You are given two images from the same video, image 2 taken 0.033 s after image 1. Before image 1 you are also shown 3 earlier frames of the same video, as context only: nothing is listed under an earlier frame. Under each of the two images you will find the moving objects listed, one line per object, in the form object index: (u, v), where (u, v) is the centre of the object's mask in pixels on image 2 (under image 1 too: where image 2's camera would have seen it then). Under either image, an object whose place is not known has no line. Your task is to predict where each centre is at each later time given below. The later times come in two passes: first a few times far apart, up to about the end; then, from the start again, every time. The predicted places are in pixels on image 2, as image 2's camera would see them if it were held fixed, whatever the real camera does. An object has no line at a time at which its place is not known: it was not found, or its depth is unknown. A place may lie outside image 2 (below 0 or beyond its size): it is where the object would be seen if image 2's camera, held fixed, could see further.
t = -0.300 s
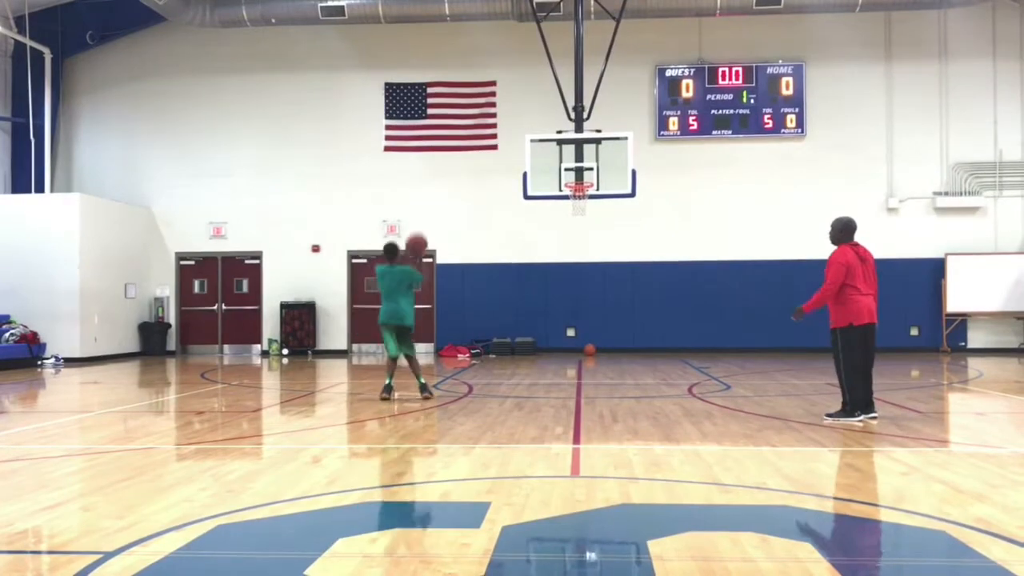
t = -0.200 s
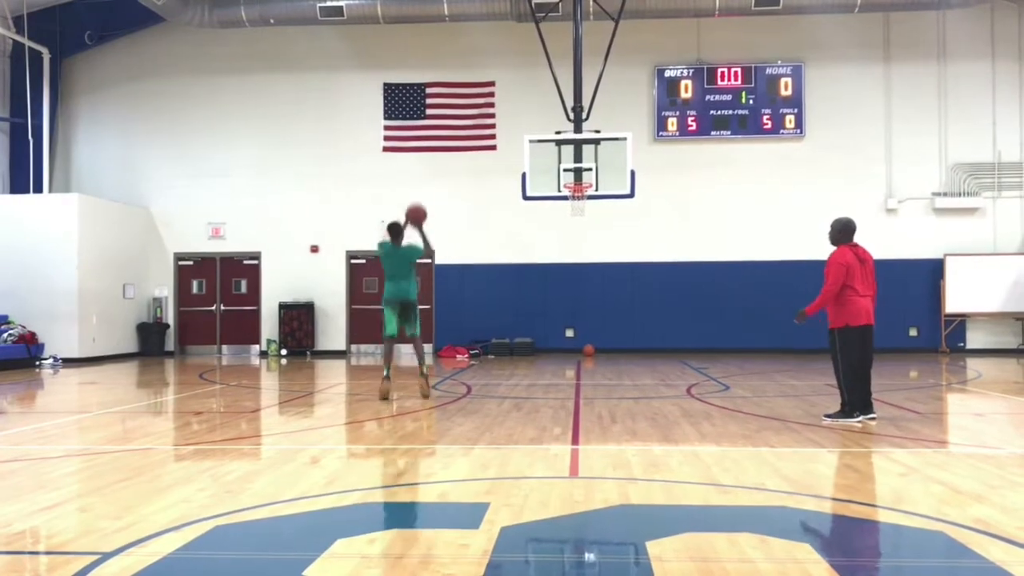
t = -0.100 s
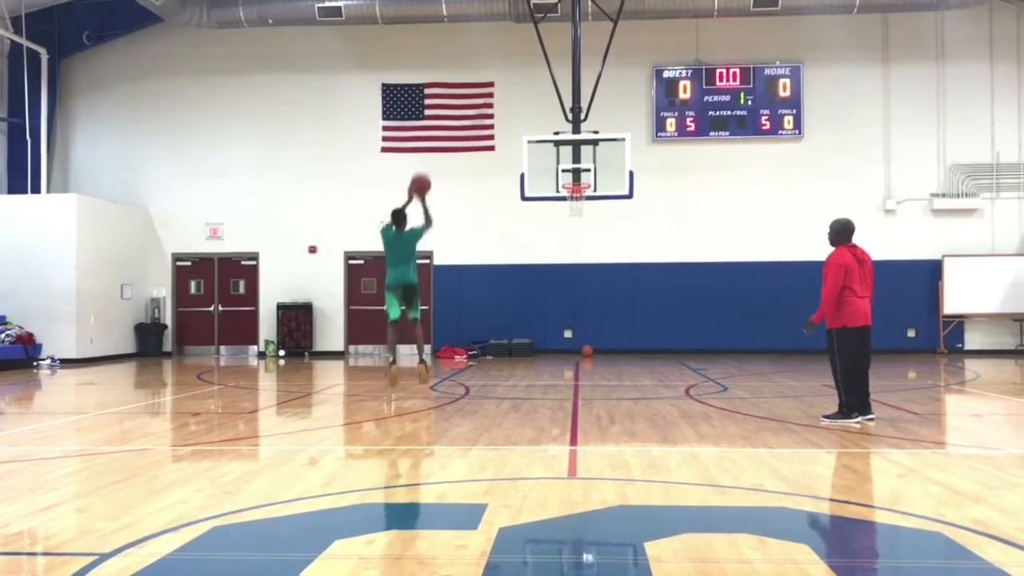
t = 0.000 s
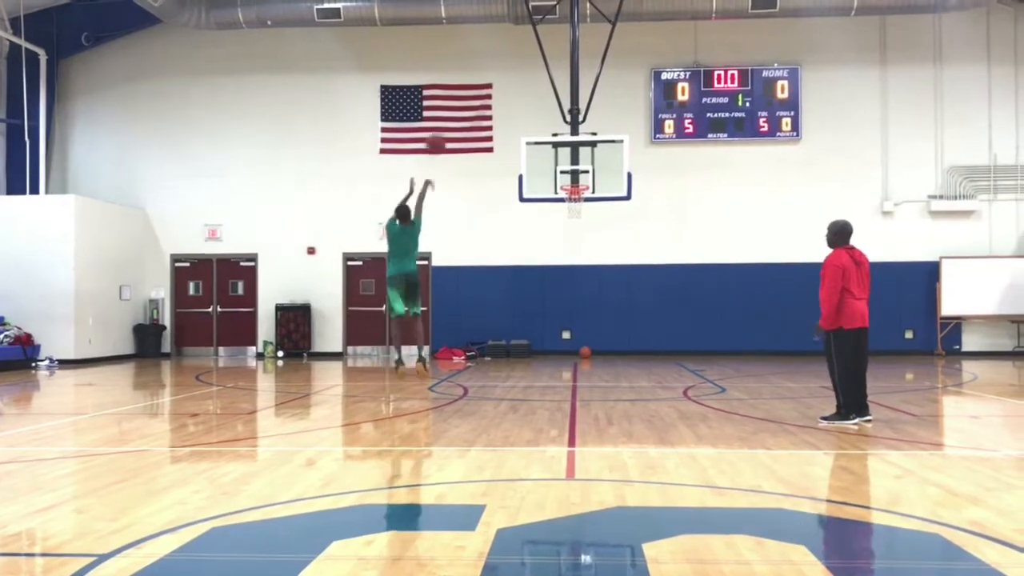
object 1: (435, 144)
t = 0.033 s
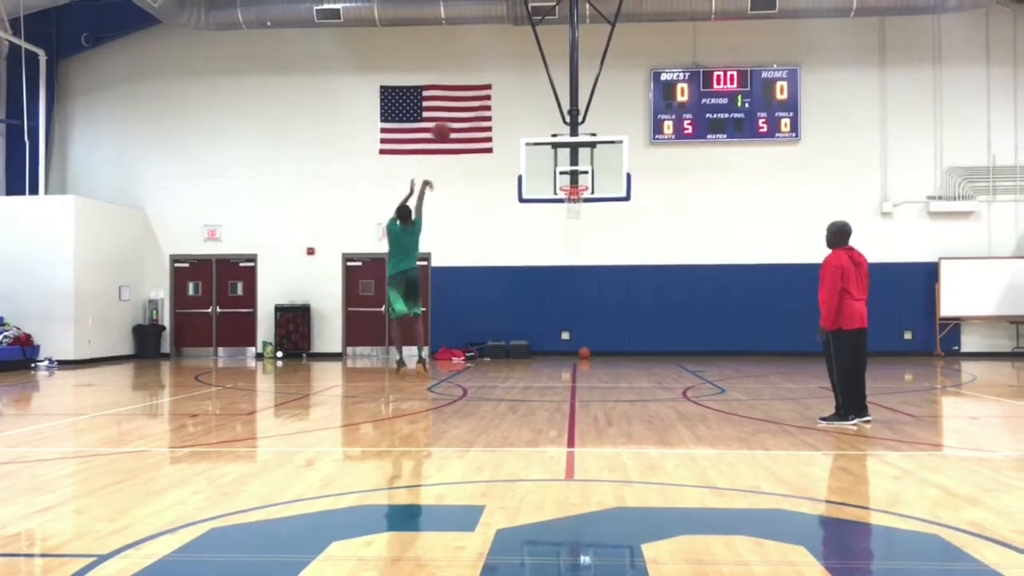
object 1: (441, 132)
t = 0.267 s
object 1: (478, 76)
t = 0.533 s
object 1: (515, 68)
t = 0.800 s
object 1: (544, 106)
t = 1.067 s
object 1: (572, 178)
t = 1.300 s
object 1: (576, 210)
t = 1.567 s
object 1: (569, 255)
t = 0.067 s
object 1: (446, 121)
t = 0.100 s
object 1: (453, 110)
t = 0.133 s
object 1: (458, 101)
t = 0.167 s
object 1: (464, 93)
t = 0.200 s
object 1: (468, 86)
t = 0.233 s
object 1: (474, 79)
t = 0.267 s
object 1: (478, 76)
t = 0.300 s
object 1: (483, 72)
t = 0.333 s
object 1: (488, 69)
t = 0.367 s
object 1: (493, 67)
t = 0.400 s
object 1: (498, 65)
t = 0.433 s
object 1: (502, 65)
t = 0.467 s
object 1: (507, 65)
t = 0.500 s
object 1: (511, 66)
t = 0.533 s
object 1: (515, 68)
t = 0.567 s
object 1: (519, 71)
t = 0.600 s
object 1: (523, 74)
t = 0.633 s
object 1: (527, 78)
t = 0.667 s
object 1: (530, 82)
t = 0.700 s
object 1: (534, 87)
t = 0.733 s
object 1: (537, 93)
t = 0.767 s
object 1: (541, 99)
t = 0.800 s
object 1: (544, 106)
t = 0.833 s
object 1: (547, 113)
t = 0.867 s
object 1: (552, 121)
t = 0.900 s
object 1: (556, 129)
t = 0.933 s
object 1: (560, 137)
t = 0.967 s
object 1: (562, 148)
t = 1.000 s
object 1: (565, 157)
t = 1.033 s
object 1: (569, 167)
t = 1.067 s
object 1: (572, 178)
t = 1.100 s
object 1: (579, 188)
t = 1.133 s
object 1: (579, 200)
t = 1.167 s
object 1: (579, 203)
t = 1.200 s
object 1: (579, 203)
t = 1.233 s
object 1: (578, 204)
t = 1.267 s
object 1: (577, 206)
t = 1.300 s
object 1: (576, 210)
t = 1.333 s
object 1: (575, 214)
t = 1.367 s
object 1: (574, 218)
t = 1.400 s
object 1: (573, 223)
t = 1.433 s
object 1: (572, 228)
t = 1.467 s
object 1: (571, 234)
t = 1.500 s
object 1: (571, 241)
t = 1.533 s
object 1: (570, 248)
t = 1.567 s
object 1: (569, 255)
